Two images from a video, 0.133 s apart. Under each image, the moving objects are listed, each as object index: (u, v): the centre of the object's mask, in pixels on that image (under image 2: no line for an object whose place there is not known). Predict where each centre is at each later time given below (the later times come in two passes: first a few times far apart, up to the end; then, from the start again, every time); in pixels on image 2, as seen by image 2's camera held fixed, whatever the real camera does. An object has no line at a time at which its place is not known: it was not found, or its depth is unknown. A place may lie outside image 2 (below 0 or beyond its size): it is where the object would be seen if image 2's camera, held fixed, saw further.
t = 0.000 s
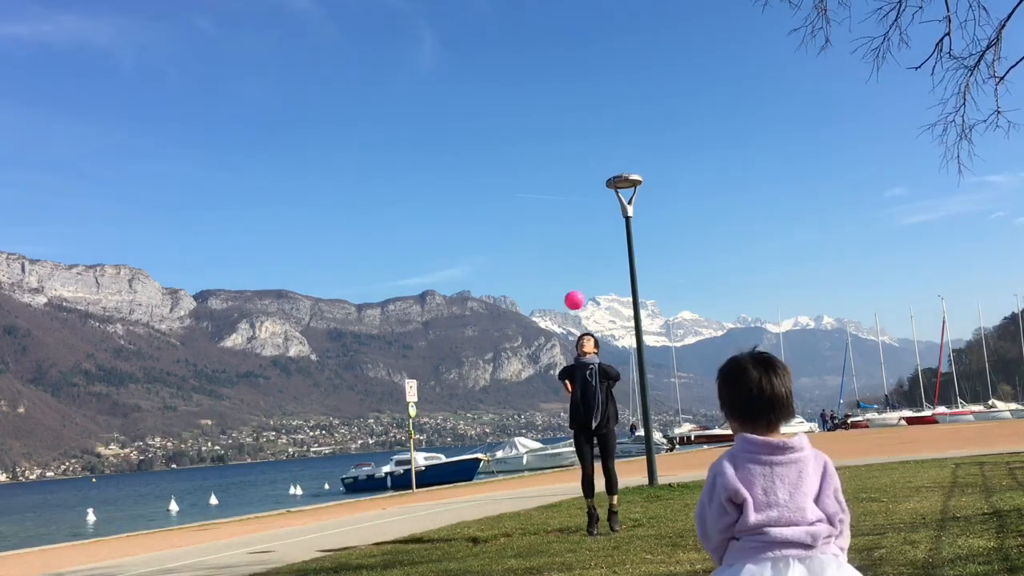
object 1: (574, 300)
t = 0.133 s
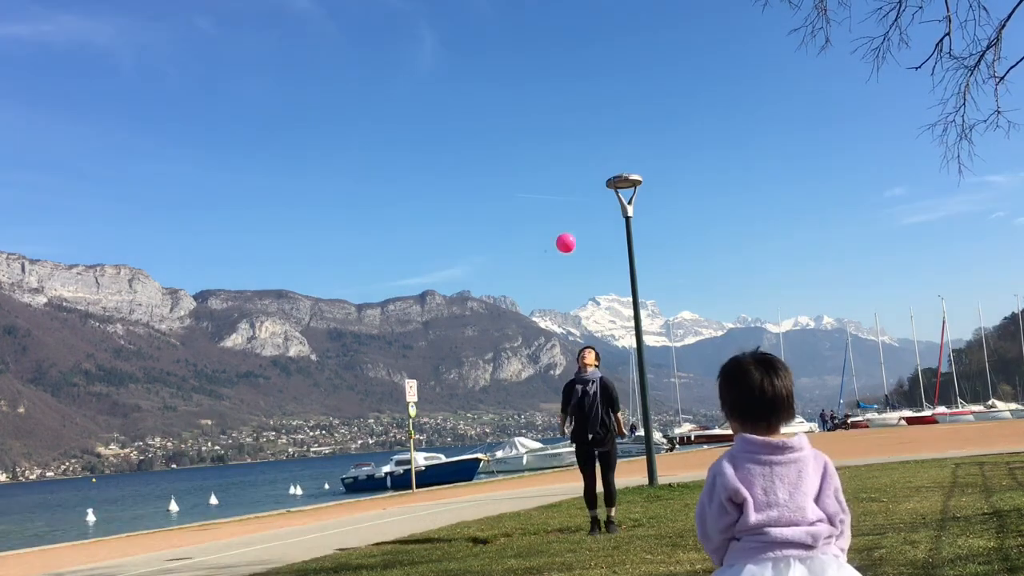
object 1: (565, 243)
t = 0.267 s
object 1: (559, 204)
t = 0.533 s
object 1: (550, 187)
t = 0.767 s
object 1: (549, 241)
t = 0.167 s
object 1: (564, 231)
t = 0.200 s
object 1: (562, 221)
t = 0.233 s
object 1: (560, 212)
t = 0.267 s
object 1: (559, 204)
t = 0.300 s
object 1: (558, 198)
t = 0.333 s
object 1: (556, 192)
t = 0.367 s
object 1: (555, 188)
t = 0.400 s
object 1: (554, 185)
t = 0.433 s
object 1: (553, 184)
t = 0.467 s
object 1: (552, 184)
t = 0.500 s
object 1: (551, 185)
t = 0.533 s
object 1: (550, 187)
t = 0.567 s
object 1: (550, 190)
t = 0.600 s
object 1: (549, 195)
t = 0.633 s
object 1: (549, 202)
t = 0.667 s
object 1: (549, 209)
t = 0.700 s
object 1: (549, 218)
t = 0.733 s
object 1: (548, 228)
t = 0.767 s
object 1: (549, 241)
